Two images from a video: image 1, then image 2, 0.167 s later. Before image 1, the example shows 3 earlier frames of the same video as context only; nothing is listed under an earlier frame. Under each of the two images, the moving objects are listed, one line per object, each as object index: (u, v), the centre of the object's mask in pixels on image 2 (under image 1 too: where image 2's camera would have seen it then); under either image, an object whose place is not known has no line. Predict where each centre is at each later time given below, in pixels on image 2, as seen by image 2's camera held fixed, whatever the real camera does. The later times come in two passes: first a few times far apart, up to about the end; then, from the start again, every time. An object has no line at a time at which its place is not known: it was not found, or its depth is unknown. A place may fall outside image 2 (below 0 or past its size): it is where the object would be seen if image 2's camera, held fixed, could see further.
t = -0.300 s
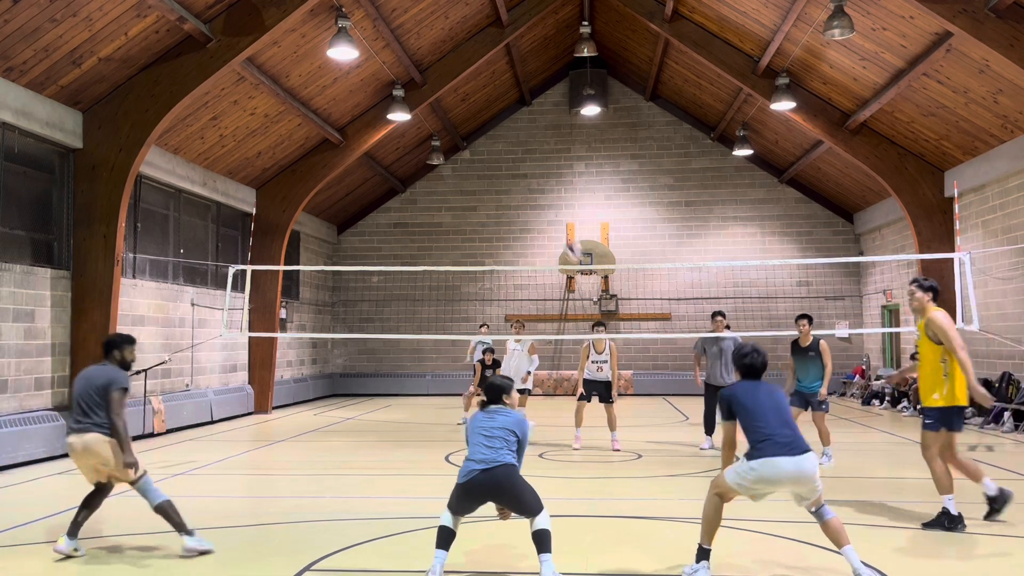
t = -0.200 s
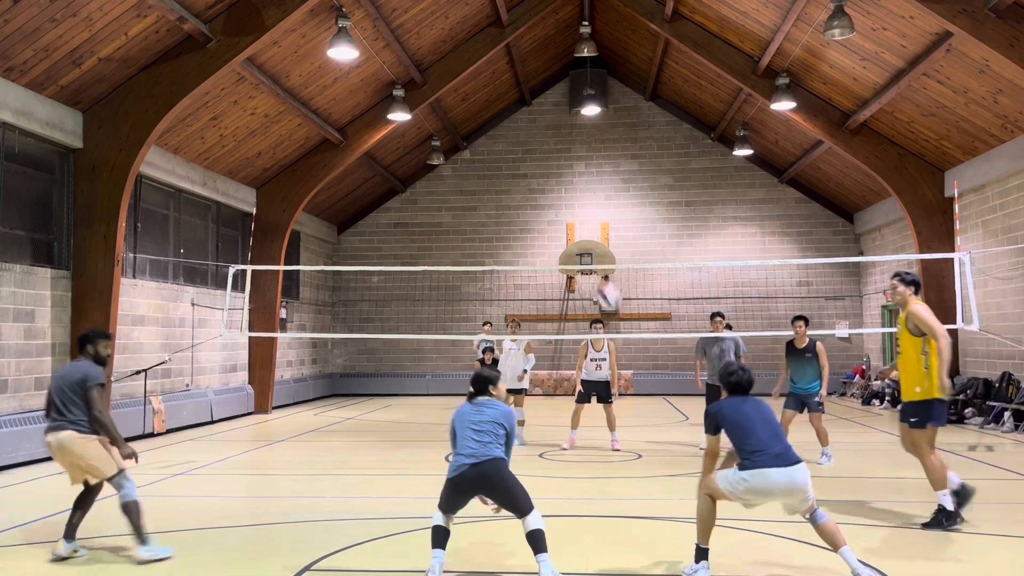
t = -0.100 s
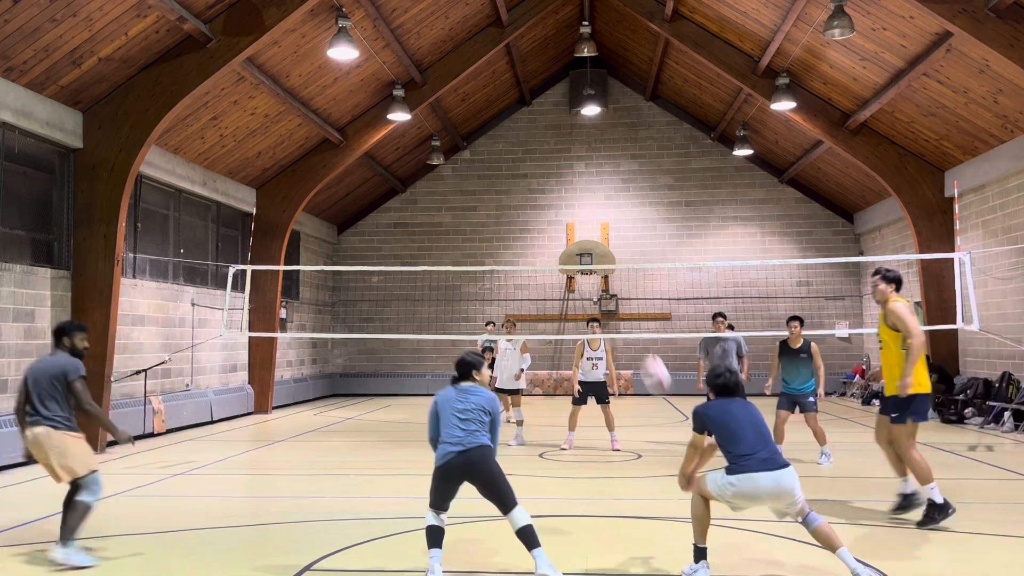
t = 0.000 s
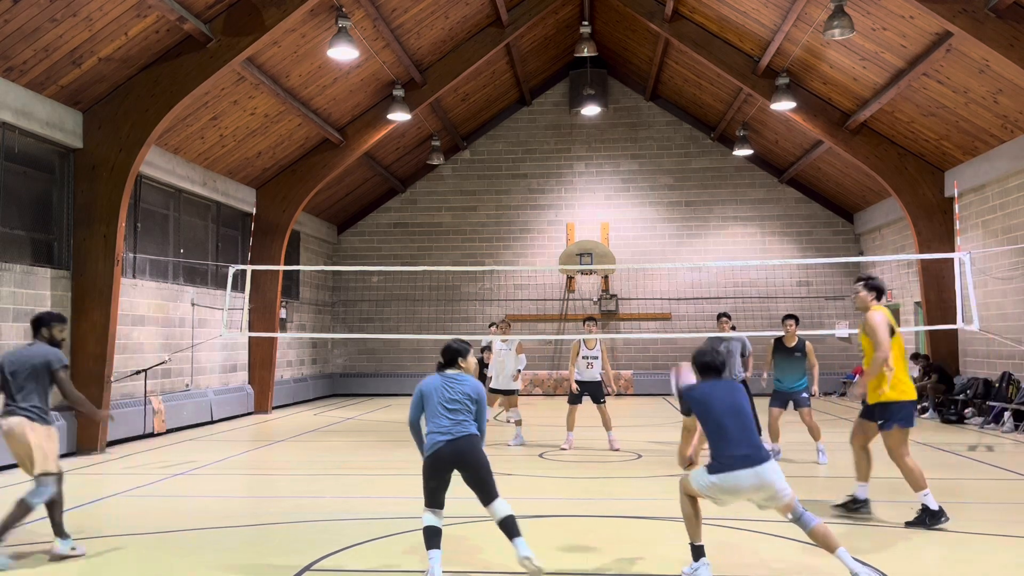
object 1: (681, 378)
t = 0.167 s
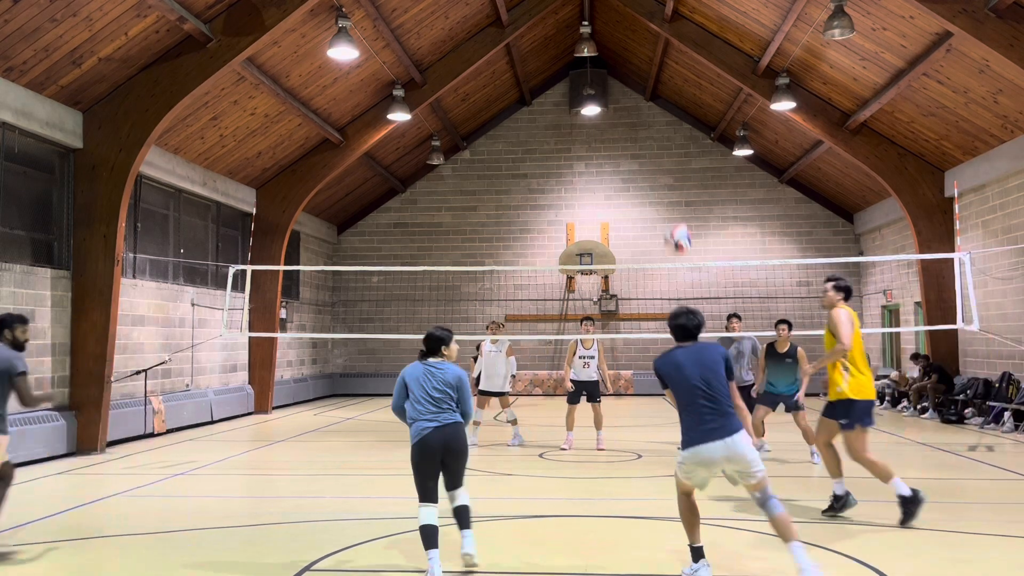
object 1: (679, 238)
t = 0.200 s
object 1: (678, 219)
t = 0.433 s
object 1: (671, 128)
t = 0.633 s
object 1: (667, 108)
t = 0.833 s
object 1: (665, 128)
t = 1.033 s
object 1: (663, 176)
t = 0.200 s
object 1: (678, 219)
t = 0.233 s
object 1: (677, 200)
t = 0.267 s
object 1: (676, 183)
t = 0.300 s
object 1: (675, 169)
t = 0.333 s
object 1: (673, 157)
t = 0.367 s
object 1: (673, 145)
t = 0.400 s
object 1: (671, 136)
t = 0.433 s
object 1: (671, 128)
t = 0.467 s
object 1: (670, 121)
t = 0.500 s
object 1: (669, 116)
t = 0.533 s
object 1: (668, 112)
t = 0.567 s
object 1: (668, 110)
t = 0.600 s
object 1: (668, 109)
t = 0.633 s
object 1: (667, 108)
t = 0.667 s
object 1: (666, 109)
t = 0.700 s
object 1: (666, 111)
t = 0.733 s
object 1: (666, 114)
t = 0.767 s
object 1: (665, 118)
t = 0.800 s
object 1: (665, 122)
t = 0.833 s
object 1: (665, 128)
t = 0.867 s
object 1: (664, 134)
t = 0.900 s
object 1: (664, 141)
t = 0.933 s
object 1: (664, 149)
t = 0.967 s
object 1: (663, 157)
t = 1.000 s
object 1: (663, 167)
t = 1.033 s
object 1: (663, 176)
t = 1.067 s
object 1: (663, 187)
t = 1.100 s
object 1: (662, 197)
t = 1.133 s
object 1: (662, 209)
